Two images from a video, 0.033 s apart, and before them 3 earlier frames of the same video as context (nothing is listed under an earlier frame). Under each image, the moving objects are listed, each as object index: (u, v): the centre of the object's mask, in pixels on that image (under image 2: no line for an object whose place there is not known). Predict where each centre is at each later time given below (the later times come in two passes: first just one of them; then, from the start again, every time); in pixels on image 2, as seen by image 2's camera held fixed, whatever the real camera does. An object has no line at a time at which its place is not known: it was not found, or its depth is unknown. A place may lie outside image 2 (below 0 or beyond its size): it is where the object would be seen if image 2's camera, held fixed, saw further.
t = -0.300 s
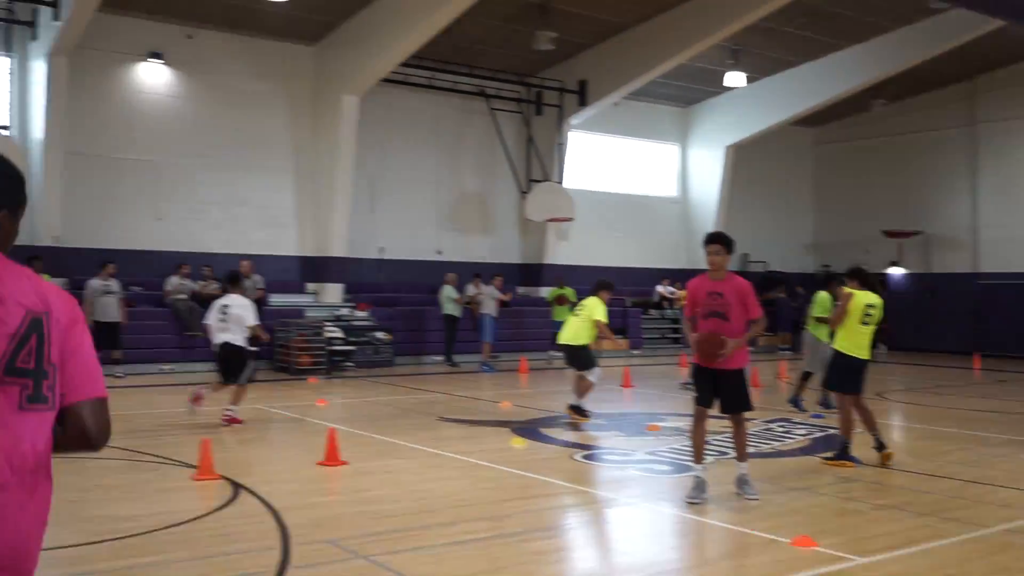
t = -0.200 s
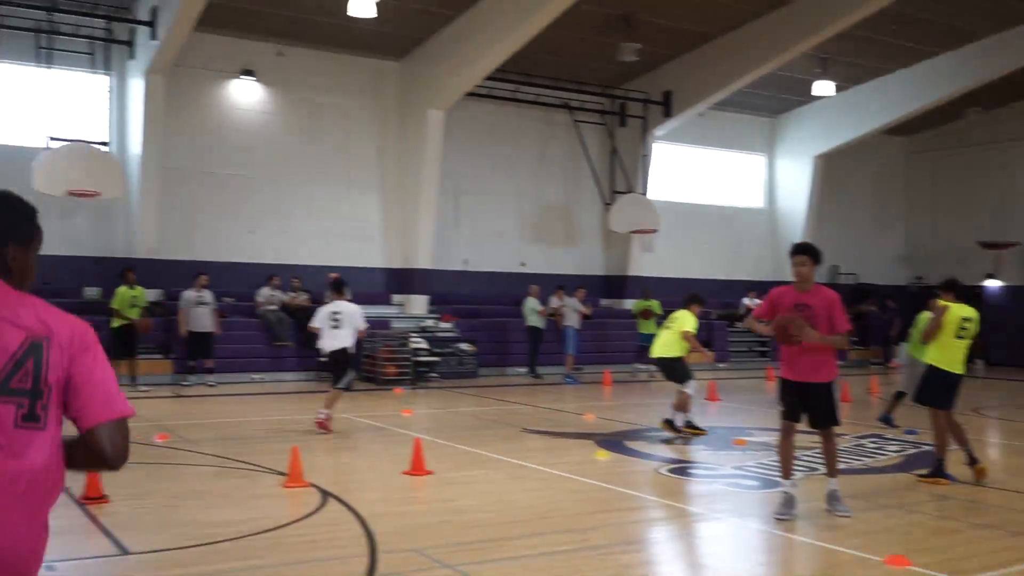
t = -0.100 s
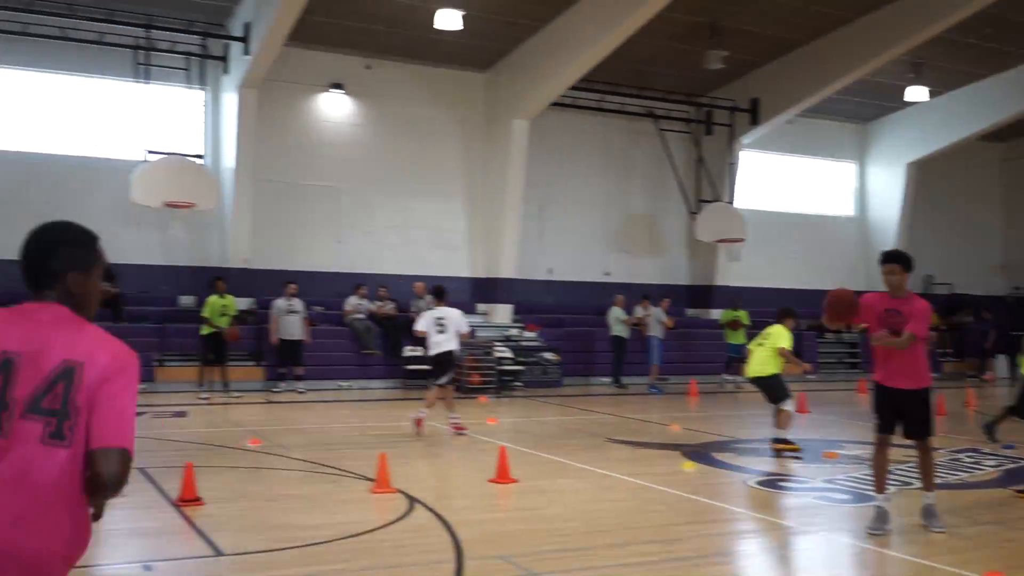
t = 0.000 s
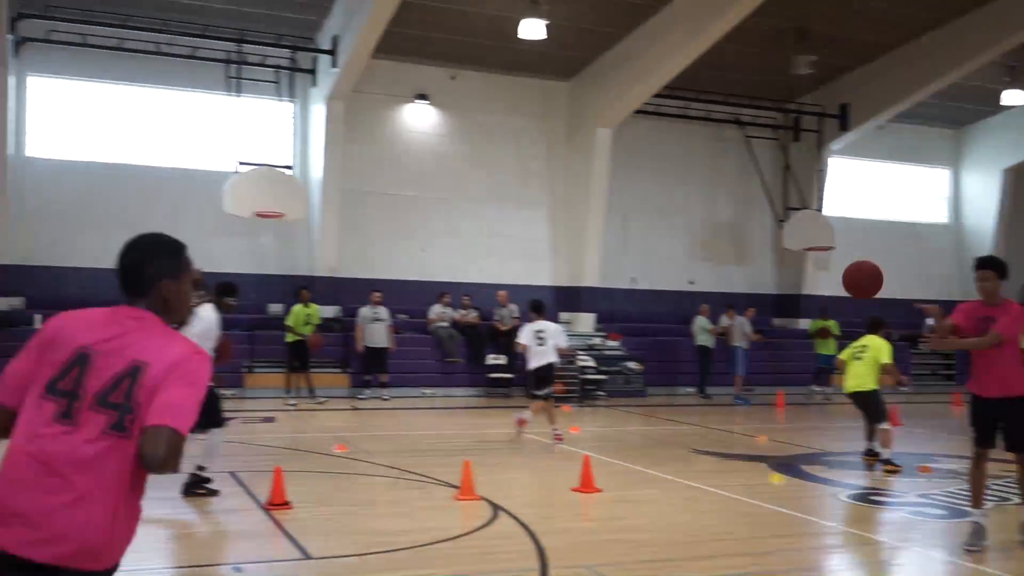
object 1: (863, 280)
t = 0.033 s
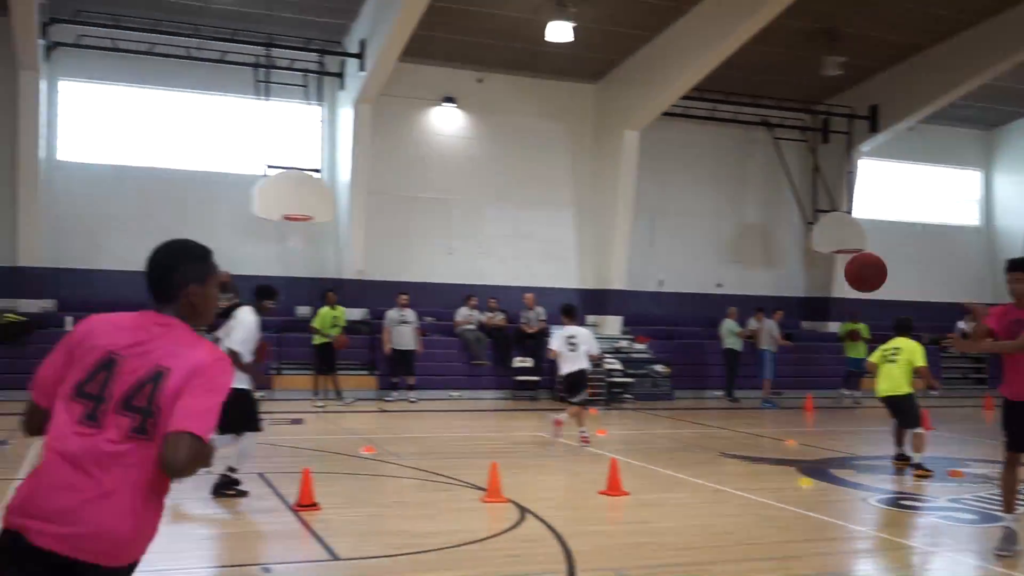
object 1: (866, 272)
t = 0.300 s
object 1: (593, 246)
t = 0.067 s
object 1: (838, 264)
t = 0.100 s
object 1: (808, 256)
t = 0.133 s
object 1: (777, 250)
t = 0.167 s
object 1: (744, 246)
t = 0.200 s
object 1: (711, 243)
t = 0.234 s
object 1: (674, 241)
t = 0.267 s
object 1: (636, 242)
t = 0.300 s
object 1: (593, 246)
